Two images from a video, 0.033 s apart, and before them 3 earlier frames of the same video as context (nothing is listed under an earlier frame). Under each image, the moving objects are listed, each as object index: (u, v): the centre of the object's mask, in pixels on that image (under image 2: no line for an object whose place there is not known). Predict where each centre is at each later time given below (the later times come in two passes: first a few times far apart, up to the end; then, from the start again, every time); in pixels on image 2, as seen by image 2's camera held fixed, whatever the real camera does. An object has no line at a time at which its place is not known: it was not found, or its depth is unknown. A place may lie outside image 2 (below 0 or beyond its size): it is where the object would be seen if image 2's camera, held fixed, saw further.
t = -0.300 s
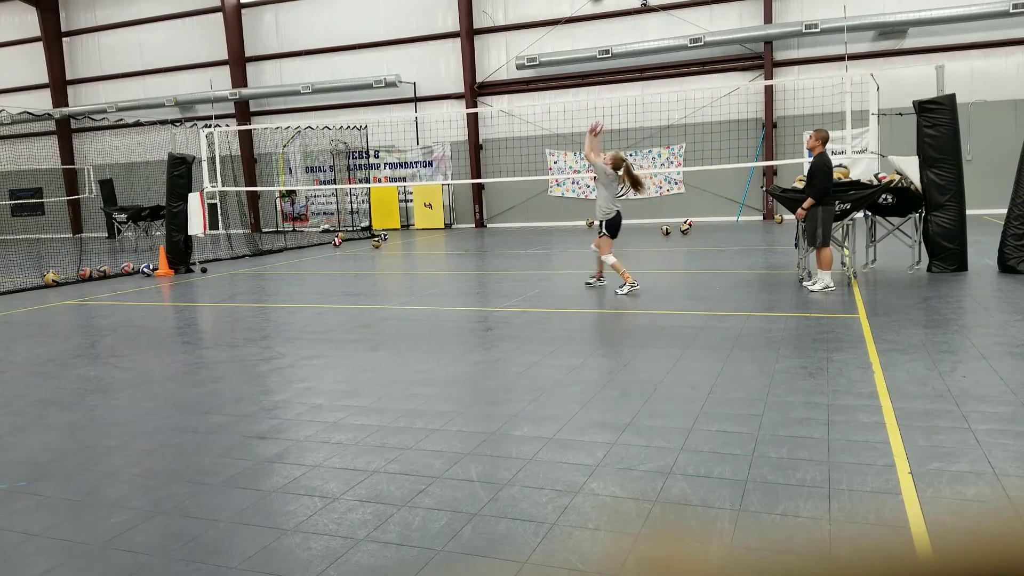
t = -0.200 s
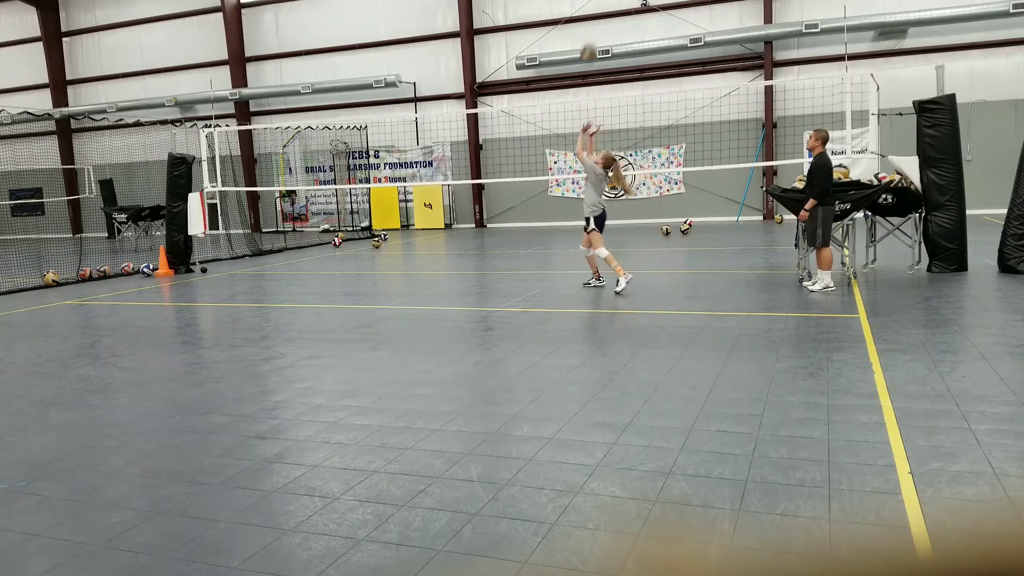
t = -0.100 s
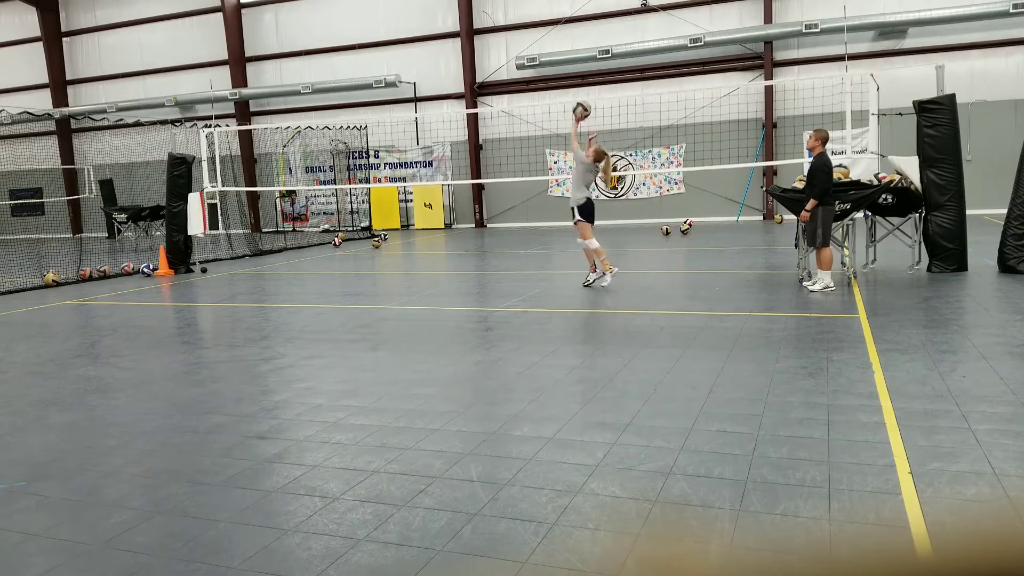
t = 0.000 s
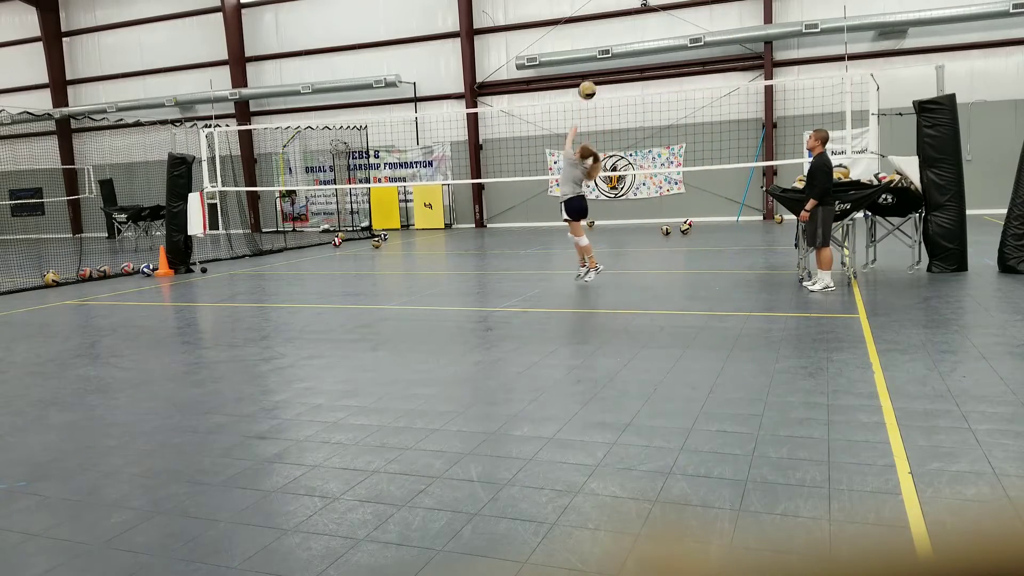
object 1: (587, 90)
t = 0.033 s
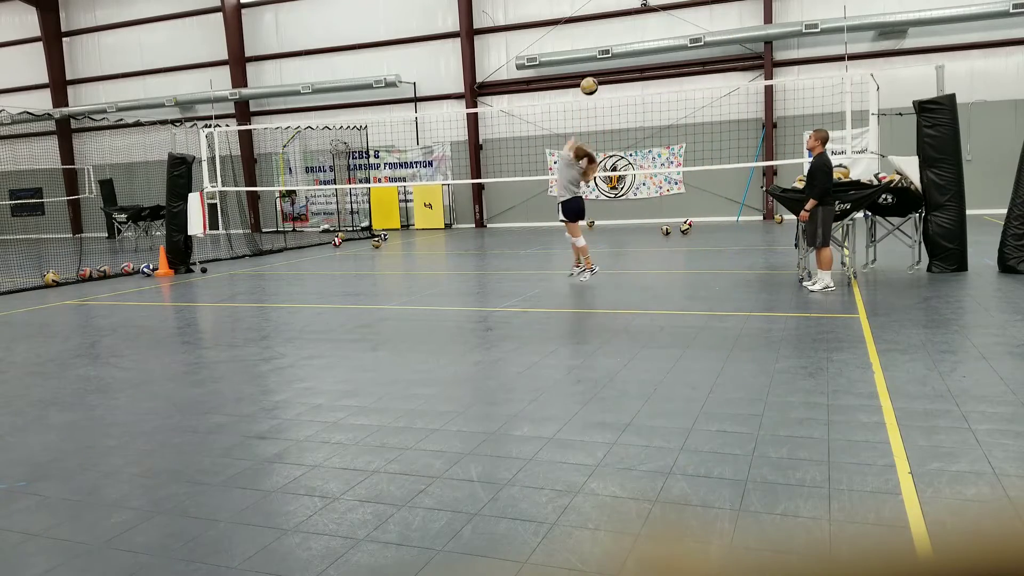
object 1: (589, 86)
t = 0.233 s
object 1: (600, 82)
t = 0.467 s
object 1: (612, 112)
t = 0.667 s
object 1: (620, 158)
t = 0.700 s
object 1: (621, 165)
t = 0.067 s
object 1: (591, 83)
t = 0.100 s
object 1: (593, 81)
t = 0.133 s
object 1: (595, 80)
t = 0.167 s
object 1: (597, 80)
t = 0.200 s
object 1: (599, 80)
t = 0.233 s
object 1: (600, 82)
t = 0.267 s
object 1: (602, 84)
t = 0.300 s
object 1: (604, 86)
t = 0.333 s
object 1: (605, 90)
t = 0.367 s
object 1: (607, 95)
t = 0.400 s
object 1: (609, 101)
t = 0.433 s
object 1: (611, 106)
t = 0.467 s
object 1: (612, 112)
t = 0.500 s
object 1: (613, 118)
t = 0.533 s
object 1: (615, 126)
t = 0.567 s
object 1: (616, 134)
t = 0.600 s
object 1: (618, 141)
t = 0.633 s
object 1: (618, 149)
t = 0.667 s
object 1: (620, 158)
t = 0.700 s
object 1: (621, 165)
